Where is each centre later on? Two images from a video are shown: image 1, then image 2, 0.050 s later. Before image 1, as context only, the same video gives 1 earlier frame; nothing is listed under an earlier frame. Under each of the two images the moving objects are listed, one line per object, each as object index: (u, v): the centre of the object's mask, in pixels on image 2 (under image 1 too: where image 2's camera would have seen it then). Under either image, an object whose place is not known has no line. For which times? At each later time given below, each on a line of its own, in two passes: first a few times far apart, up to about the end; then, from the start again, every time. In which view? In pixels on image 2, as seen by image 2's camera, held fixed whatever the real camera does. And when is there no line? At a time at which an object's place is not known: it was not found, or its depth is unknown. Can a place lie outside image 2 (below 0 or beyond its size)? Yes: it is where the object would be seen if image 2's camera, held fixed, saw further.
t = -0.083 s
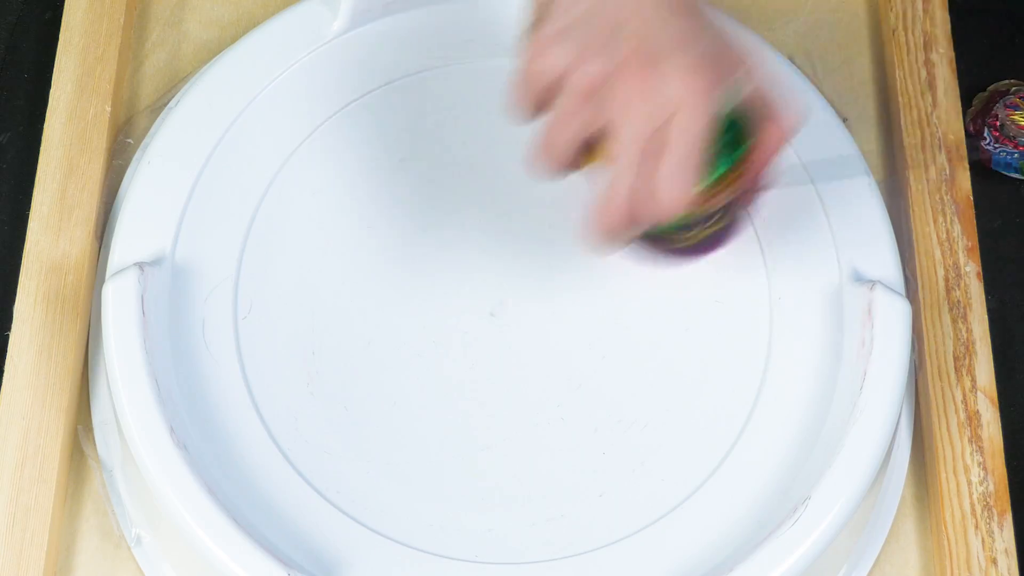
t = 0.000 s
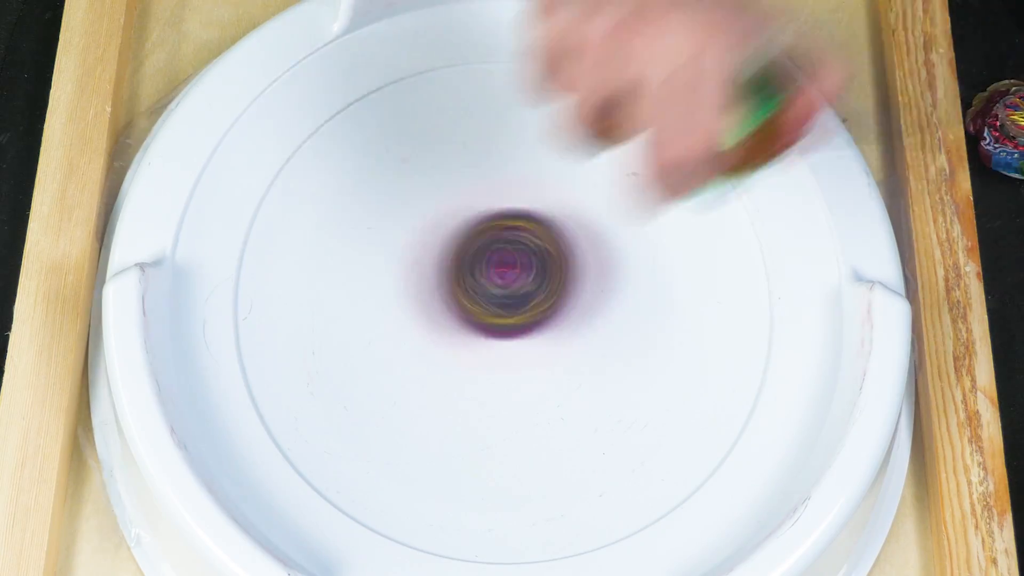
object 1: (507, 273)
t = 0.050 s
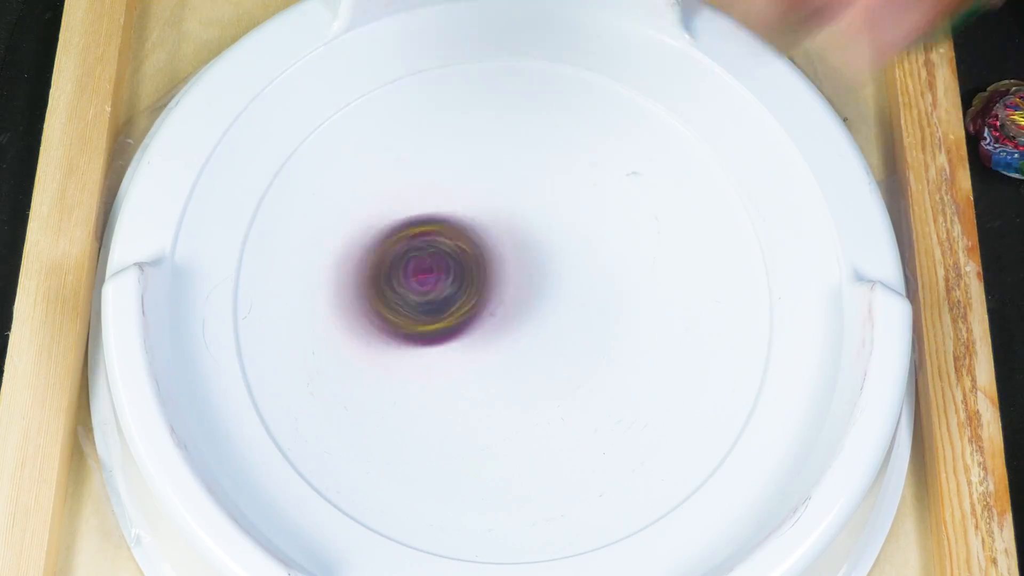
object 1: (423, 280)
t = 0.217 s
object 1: (271, 310)
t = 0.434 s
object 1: (379, 353)
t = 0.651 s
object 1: (618, 336)
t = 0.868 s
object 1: (669, 210)
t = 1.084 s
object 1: (489, 177)
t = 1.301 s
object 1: (375, 317)
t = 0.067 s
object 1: (399, 284)
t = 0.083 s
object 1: (377, 287)
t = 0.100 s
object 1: (357, 289)
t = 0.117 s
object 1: (340, 293)
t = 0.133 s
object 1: (324, 295)
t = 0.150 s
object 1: (307, 298)
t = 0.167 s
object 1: (297, 301)
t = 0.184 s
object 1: (287, 304)
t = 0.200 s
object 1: (278, 307)
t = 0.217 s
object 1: (271, 310)
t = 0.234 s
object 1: (266, 313)
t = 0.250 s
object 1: (264, 316)
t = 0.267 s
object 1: (266, 320)
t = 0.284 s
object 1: (272, 324)
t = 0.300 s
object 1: (278, 328)
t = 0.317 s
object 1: (287, 332)
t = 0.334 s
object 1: (296, 336)
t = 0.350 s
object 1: (306, 339)
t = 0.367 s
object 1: (320, 343)
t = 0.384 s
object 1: (332, 346)
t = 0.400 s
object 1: (347, 348)
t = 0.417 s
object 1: (362, 351)
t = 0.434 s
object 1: (379, 353)
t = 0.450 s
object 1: (396, 355)
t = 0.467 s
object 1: (415, 357)
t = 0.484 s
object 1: (433, 358)
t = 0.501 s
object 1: (452, 359)
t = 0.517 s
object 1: (472, 360)
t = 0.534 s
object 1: (492, 360)
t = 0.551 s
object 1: (512, 360)
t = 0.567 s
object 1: (532, 358)
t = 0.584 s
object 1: (550, 355)
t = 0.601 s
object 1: (569, 352)
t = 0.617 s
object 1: (586, 347)
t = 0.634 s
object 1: (603, 342)
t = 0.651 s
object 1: (618, 336)
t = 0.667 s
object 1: (632, 328)
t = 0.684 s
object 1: (645, 321)
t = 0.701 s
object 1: (656, 311)
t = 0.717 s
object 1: (665, 302)
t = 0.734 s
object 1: (673, 292)
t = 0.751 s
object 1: (679, 282)
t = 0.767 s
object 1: (683, 271)
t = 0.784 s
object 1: (685, 261)
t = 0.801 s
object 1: (685, 249)
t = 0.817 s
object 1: (684, 239)
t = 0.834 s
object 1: (680, 228)
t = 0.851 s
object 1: (675, 219)
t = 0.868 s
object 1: (669, 210)
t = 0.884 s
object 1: (661, 201)
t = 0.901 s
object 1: (652, 194)
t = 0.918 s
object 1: (641, 187)
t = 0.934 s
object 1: (628, 180)
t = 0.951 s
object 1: (615, 175)
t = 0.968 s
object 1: (601, 171)
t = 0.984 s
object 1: (585, 168)
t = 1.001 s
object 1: (570, 166)
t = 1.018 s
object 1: (554, 166)
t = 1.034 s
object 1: (538, 167)
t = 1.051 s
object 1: (522, 168)
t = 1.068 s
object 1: (505, 173)
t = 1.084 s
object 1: (489, 177)
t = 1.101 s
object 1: (474, 183)
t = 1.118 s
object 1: (459, 190)
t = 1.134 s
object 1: (445, 198)
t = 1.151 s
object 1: (432, 208)
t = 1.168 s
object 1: (419, 218)
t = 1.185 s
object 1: (408, 230)
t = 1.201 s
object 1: (398, 242)
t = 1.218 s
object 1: (390, 254)
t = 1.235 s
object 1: (384, 267)
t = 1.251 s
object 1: (380, 279)
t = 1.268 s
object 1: (377, 291)
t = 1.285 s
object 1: (375, 304)
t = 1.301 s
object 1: (375, 317)
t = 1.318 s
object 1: (377, 330)
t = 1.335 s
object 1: (381, 344)
